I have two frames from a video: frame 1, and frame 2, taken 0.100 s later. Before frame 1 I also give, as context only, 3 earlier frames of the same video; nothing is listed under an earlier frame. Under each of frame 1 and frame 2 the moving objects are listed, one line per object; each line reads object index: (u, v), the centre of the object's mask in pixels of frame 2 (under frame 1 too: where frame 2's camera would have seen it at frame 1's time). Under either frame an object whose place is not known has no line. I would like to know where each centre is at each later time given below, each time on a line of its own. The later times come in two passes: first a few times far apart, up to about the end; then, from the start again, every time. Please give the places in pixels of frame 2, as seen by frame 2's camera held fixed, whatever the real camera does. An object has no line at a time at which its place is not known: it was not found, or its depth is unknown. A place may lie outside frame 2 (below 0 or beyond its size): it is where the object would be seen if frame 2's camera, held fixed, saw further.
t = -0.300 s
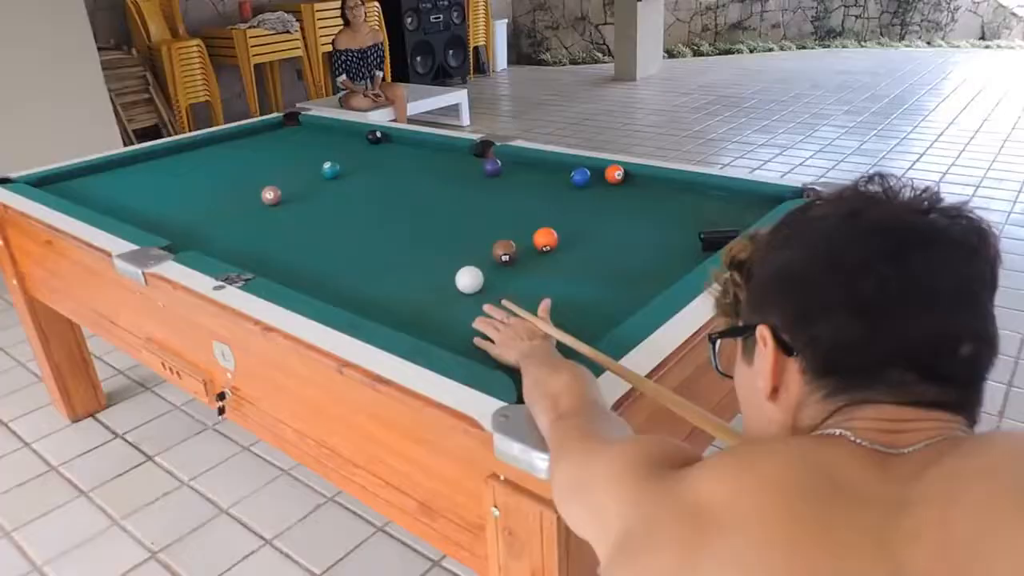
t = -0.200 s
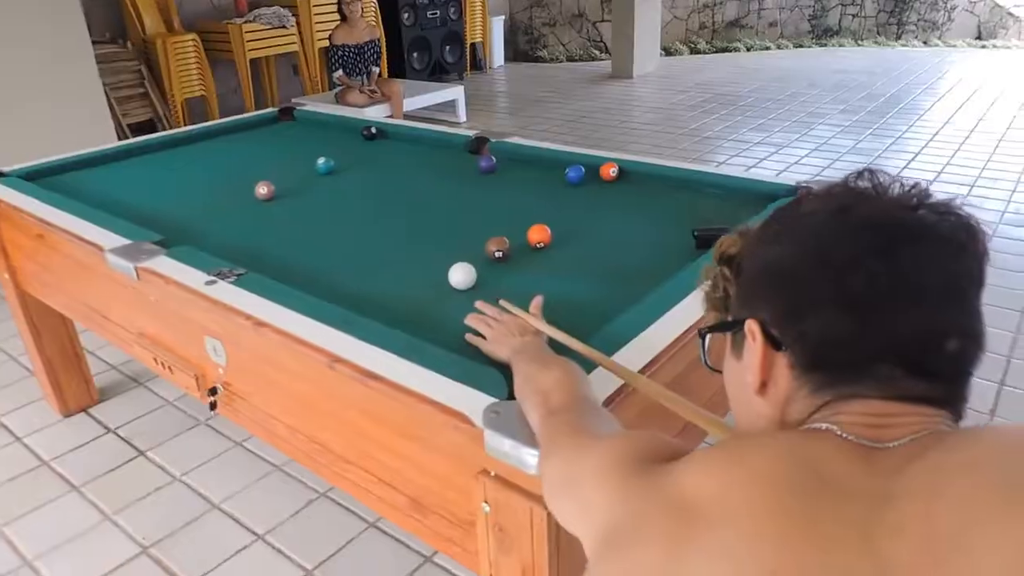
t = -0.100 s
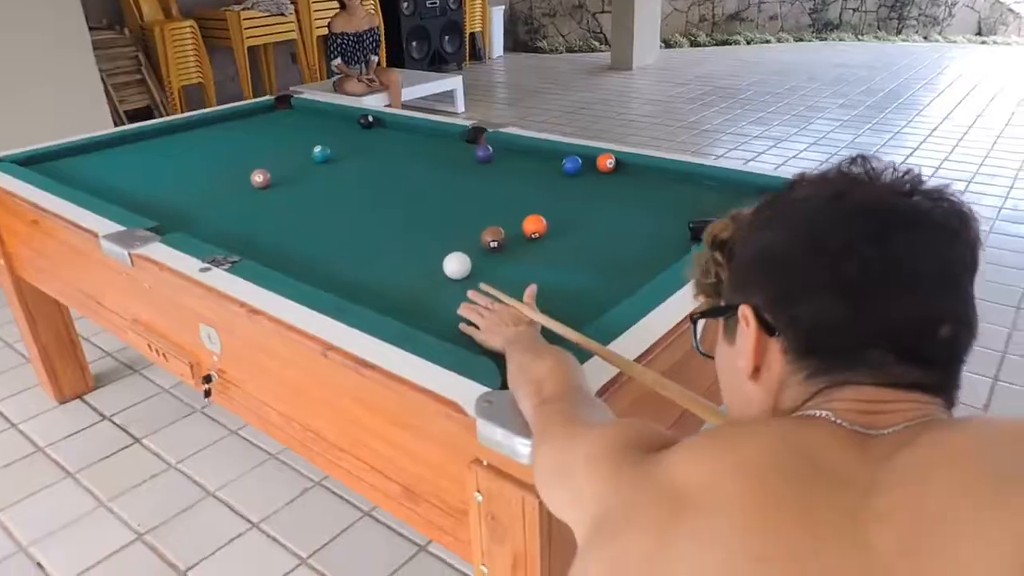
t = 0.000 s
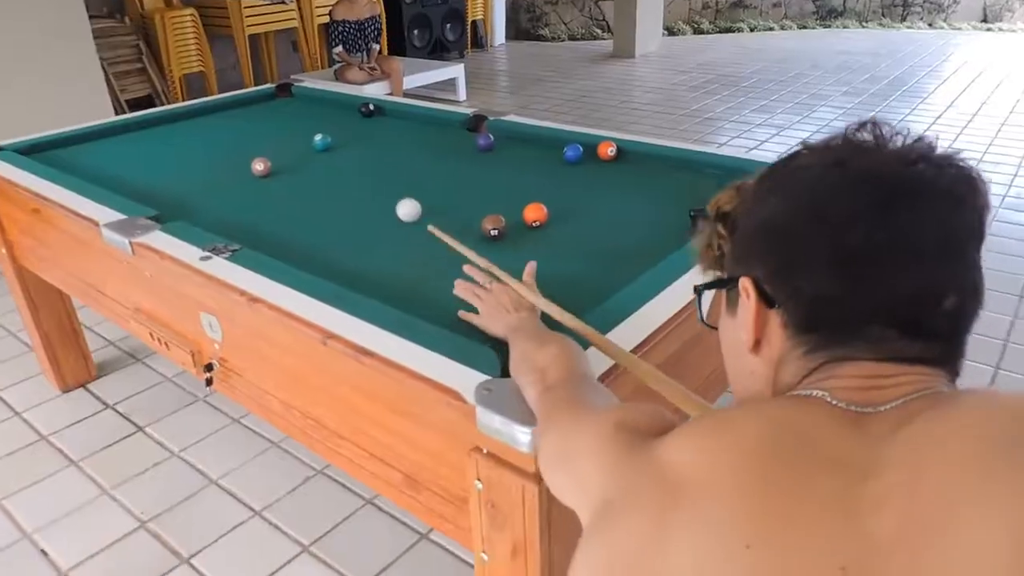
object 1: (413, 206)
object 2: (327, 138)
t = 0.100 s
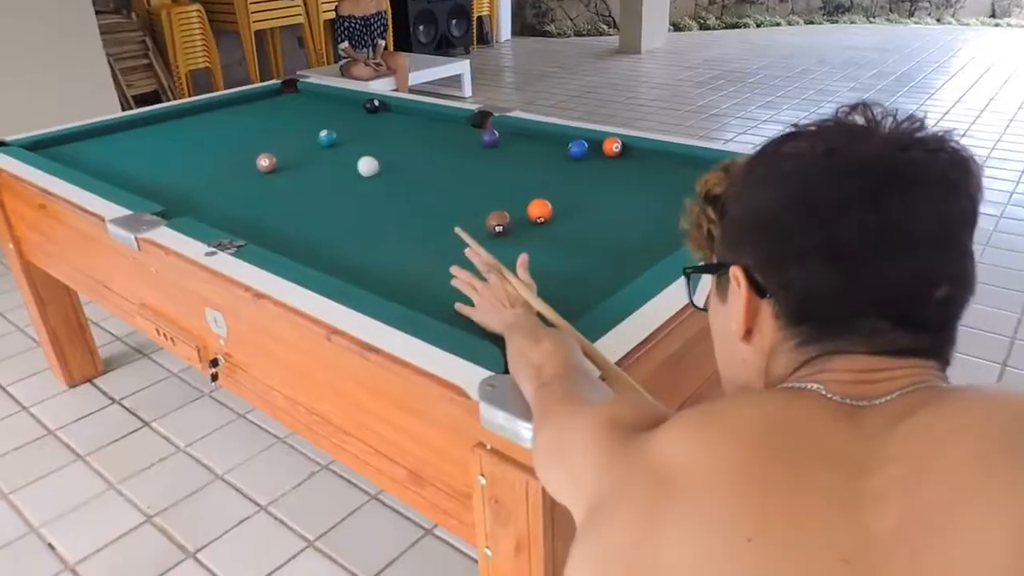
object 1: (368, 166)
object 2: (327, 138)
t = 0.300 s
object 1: (359, 130)
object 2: (274, 124)
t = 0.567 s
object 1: (388, 108)
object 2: (222, 107)
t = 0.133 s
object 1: (356, 156)
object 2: (327, 138)
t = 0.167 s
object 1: (345, 147)
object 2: (327, 138)
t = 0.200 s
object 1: (340, 140)
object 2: (322, 136)
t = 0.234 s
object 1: (348, 137)
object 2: (305, 132)
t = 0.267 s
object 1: (354, 133)
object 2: (289, 127)
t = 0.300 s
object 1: (359, 130)
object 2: (274, 124)
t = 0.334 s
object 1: (363, 127)
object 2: (261, 120)
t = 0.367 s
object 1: (367, 124)
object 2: (248, 118)
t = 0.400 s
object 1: (371, 121)
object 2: (238, 115)
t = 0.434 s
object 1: (374, 118)
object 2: (227, 111)
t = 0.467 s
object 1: (378, 116)
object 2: (218, 108)
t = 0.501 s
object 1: (381, 113)
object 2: (209, 106)
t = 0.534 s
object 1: (385, 111)
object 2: (213, 105)
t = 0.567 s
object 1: (388, 108)
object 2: (222, 107)
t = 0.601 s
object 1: (386, 107)
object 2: (232, 110)
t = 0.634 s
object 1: (379, 108)
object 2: (241, 112)
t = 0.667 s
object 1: (374, 109)
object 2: (249, 113)
